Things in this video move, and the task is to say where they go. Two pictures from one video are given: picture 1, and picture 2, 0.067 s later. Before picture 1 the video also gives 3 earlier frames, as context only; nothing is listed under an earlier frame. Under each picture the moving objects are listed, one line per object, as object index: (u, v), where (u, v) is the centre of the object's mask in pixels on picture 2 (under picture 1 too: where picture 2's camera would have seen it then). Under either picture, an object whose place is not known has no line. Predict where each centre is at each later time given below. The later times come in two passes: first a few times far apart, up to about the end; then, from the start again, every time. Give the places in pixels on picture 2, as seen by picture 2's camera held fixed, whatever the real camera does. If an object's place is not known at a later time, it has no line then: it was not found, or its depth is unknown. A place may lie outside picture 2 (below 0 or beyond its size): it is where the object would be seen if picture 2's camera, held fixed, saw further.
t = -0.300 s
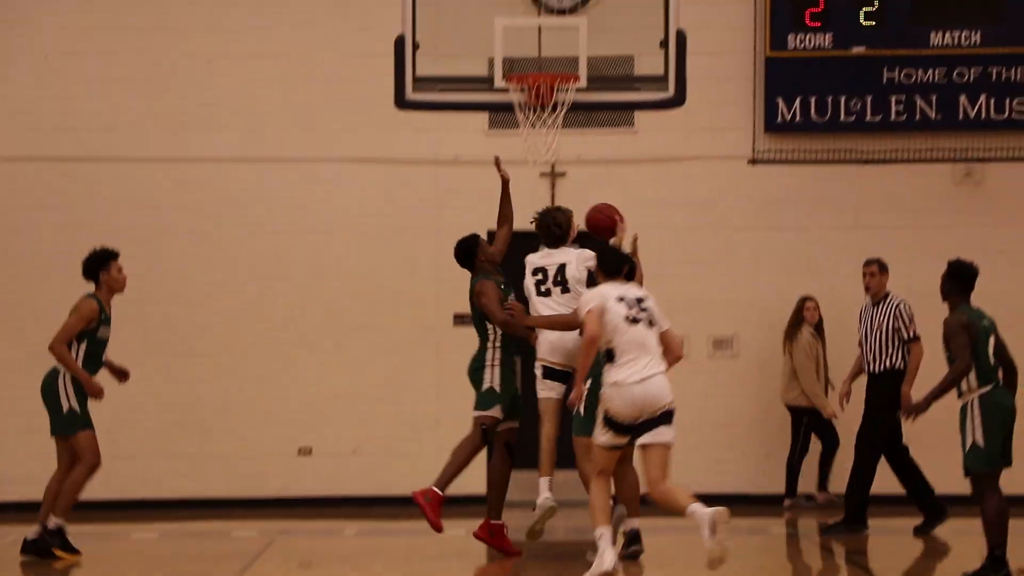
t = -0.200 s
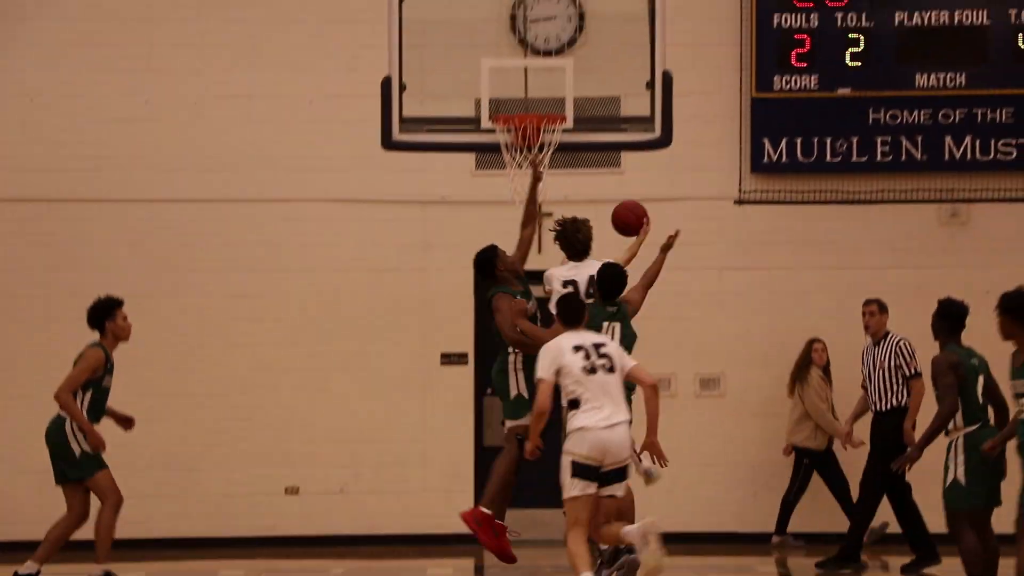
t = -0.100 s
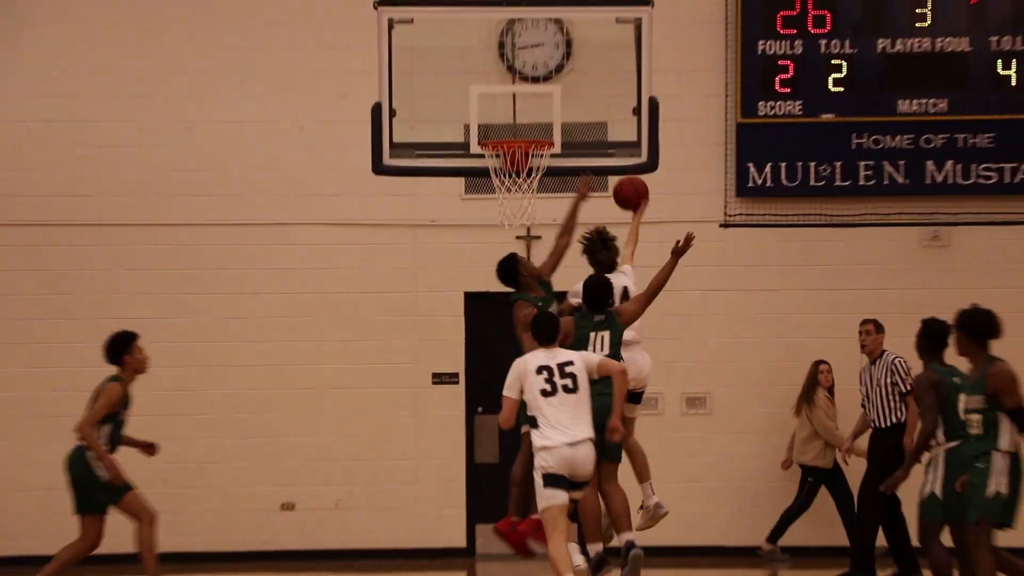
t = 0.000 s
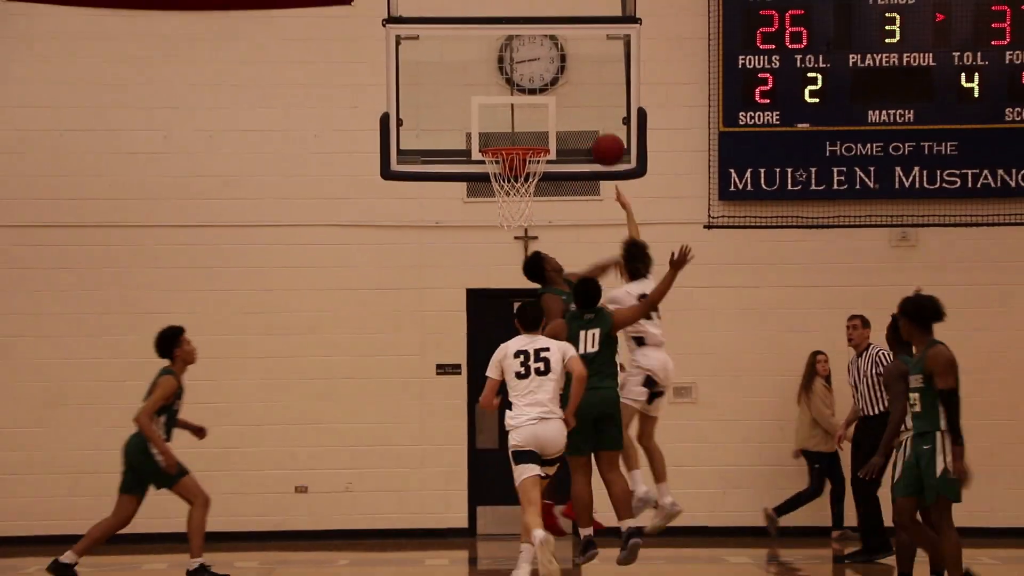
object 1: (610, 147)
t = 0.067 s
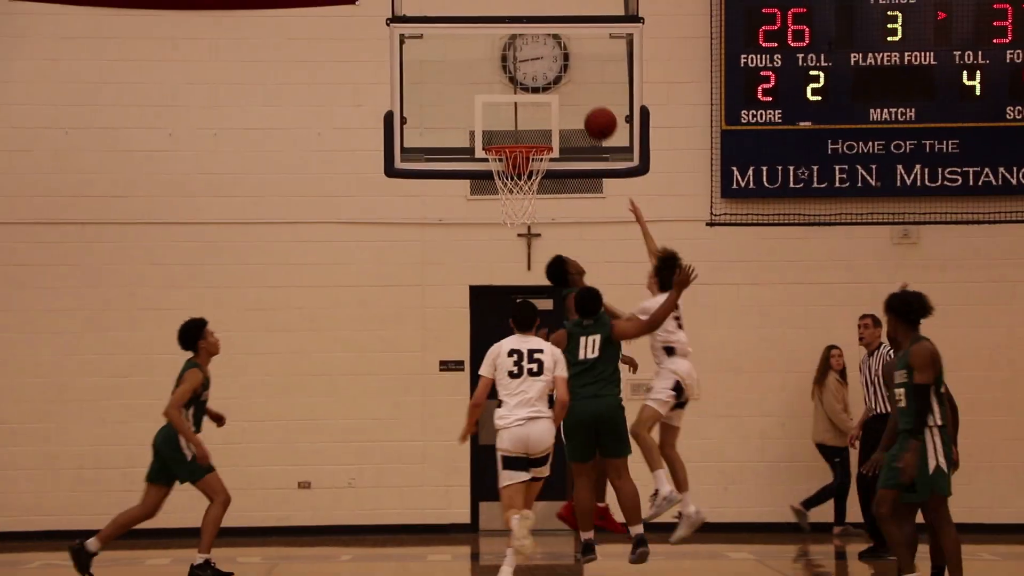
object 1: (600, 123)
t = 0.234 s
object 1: (577, 91)
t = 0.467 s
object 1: (555, 105)
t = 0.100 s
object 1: (595, 114)
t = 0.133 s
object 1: (590, 106)
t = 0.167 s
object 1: (585, 99)
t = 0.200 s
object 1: (580, 94)
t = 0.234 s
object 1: (577, 91)
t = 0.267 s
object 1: (574, 88)
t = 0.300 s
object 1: (571, 88)
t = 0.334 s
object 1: (568, 88)
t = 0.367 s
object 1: (565, 90)
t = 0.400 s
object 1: (562, 94)
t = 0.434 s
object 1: (558, 99)
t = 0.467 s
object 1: (555, 105)
